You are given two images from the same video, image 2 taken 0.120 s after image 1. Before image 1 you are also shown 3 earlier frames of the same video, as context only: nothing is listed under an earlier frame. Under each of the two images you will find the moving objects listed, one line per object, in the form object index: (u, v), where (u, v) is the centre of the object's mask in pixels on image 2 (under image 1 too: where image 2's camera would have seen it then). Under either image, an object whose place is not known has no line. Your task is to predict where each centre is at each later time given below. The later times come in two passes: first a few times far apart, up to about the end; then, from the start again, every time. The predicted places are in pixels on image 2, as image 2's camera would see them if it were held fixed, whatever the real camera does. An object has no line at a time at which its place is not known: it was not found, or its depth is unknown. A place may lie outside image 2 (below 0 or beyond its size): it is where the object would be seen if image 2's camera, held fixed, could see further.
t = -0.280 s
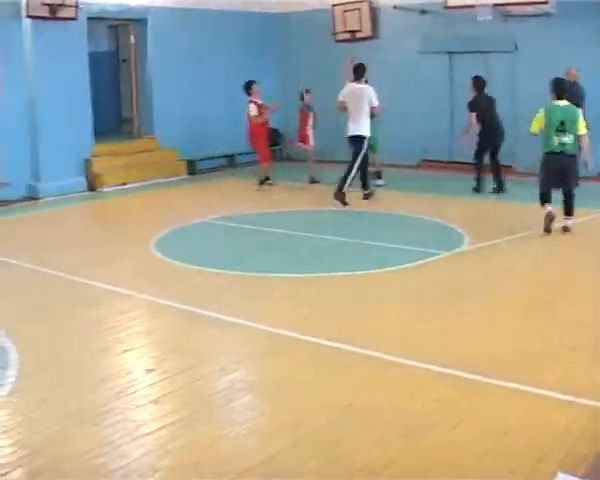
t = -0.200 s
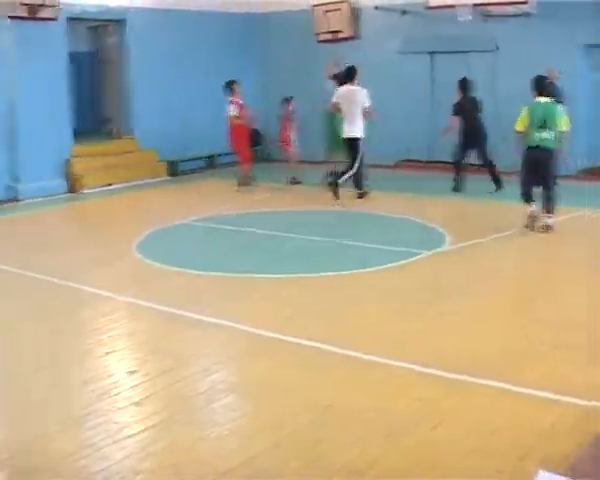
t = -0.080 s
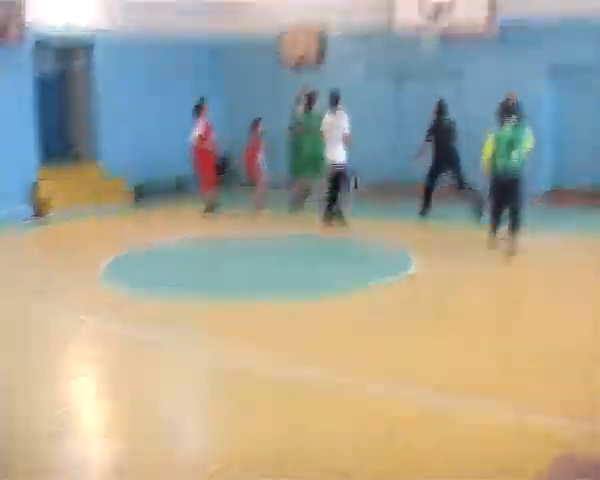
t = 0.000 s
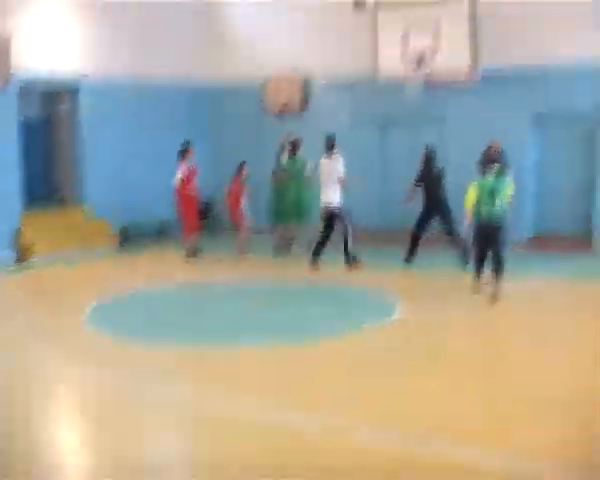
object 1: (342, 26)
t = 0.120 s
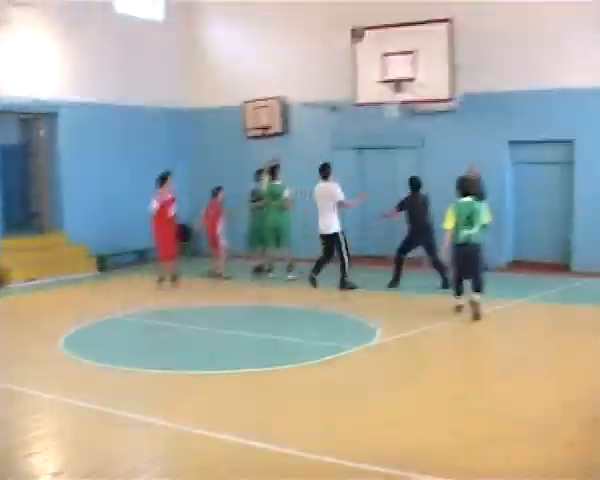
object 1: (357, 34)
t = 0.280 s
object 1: (381, 55)
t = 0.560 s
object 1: (390, 53)
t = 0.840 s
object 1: (390, 69)
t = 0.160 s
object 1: (364, 38)
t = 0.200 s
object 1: (370, 43)
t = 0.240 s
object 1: (376, 49)
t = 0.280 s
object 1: (381, 55)
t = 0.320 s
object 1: (391, 66)
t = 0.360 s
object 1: (392, 71)
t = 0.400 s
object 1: (391, 68)
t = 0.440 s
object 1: (391, 63)
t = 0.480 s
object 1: (390, 58)
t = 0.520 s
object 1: (391, 55)
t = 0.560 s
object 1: (390, 53)
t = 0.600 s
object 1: (390, 52)
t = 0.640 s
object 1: (390, 52)
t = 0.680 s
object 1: (390, 53)
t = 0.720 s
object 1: (390, 55)
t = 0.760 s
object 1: (389, 58)
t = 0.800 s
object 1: (389, 63)
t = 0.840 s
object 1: (390, 69)
